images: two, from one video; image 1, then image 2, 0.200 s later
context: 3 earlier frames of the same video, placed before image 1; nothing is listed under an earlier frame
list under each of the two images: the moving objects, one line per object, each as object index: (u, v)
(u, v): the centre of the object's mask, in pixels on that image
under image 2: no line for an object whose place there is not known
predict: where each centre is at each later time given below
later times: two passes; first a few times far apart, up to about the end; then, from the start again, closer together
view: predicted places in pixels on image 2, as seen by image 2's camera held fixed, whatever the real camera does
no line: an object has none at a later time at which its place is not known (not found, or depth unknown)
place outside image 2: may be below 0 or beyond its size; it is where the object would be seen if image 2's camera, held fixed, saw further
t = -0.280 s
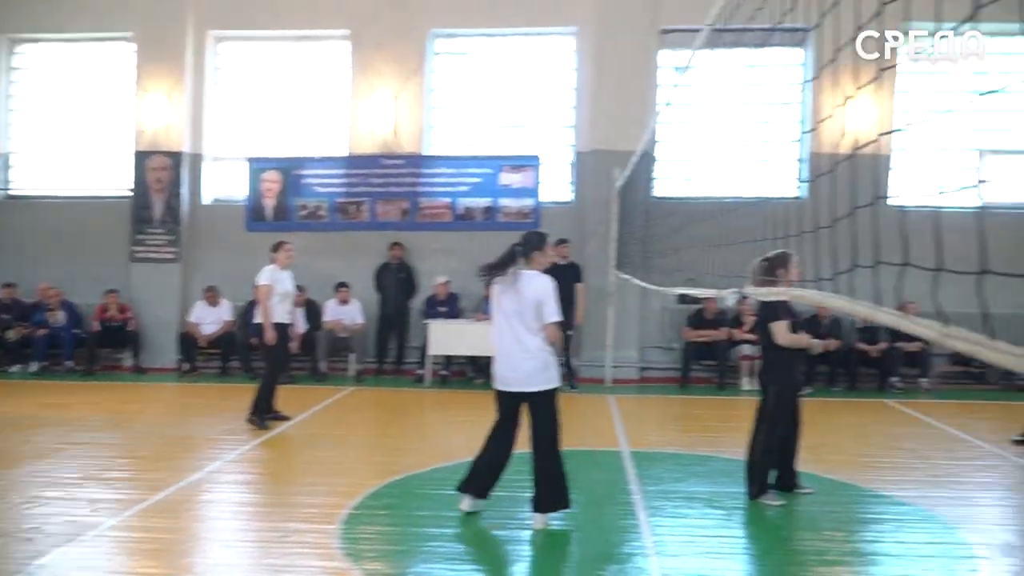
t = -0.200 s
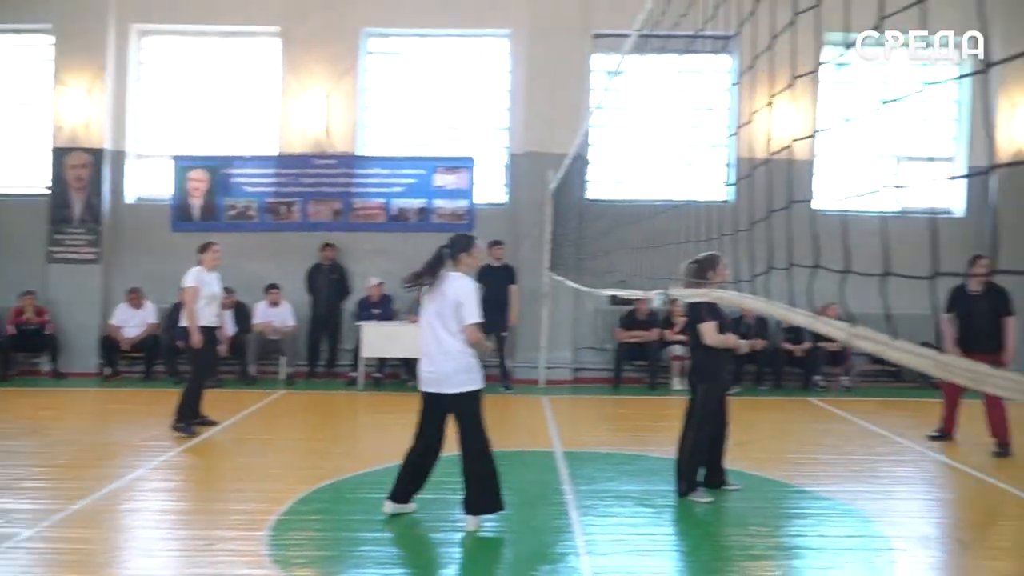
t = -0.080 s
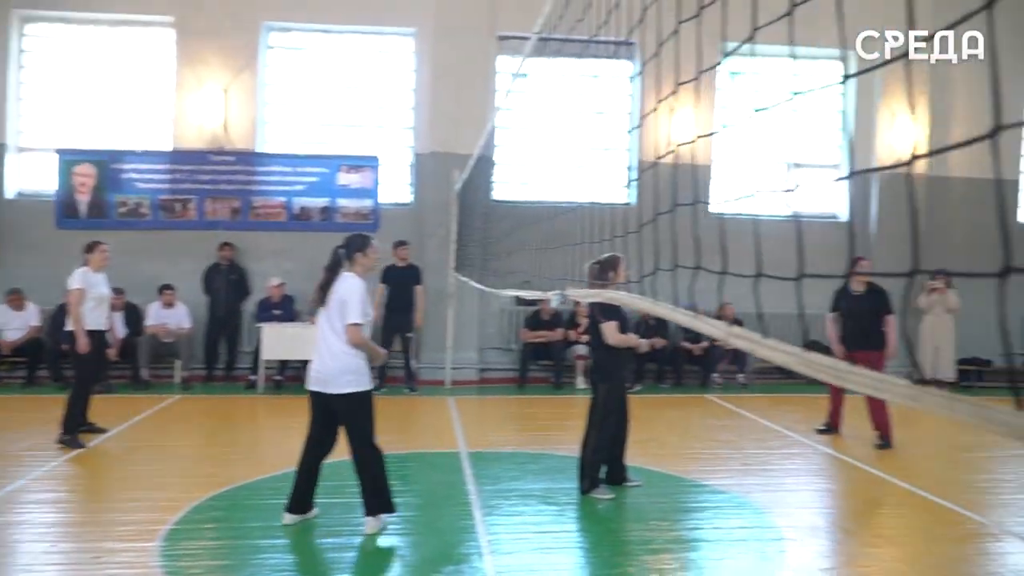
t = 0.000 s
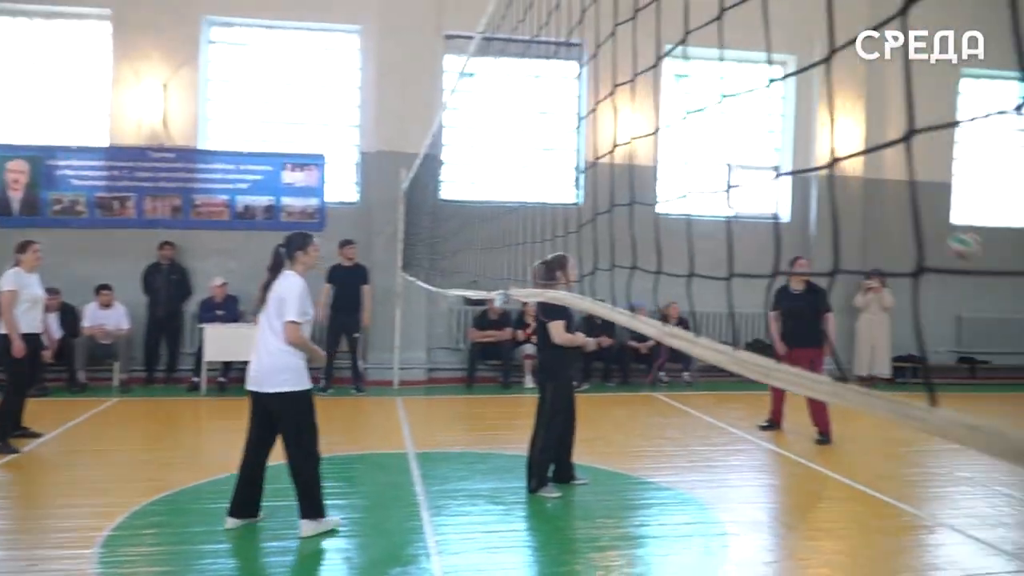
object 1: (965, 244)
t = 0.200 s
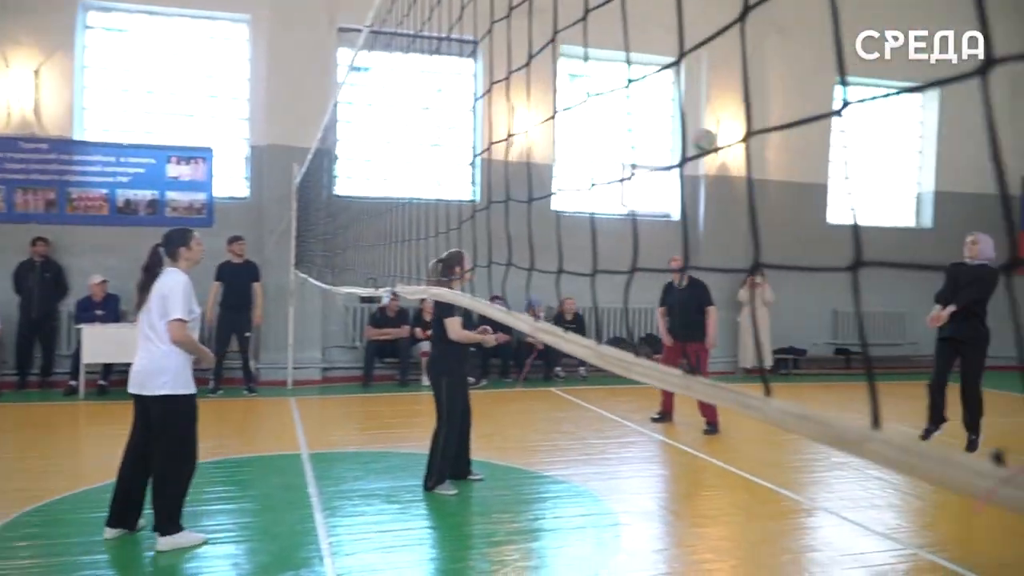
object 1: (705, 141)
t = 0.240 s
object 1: (680, 128)
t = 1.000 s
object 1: (238, 178)
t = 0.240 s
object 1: (680, 128)
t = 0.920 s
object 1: (269, 160)
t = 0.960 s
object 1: (253, 169)
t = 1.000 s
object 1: (238, 178)
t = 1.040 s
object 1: (222, 190)
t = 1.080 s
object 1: (207, 203)
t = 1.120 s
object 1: (193, 217)
